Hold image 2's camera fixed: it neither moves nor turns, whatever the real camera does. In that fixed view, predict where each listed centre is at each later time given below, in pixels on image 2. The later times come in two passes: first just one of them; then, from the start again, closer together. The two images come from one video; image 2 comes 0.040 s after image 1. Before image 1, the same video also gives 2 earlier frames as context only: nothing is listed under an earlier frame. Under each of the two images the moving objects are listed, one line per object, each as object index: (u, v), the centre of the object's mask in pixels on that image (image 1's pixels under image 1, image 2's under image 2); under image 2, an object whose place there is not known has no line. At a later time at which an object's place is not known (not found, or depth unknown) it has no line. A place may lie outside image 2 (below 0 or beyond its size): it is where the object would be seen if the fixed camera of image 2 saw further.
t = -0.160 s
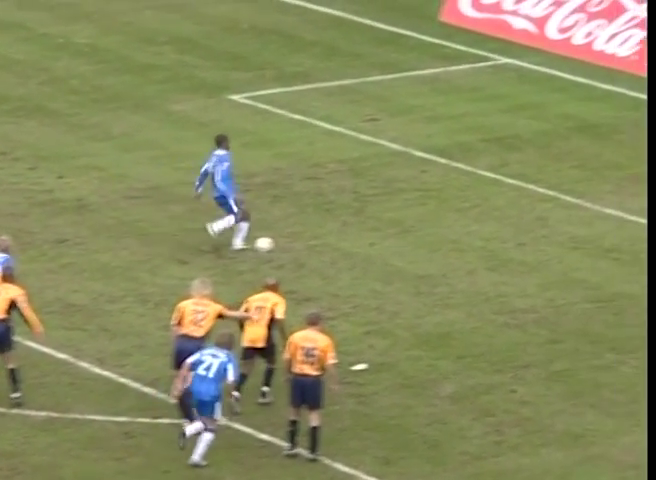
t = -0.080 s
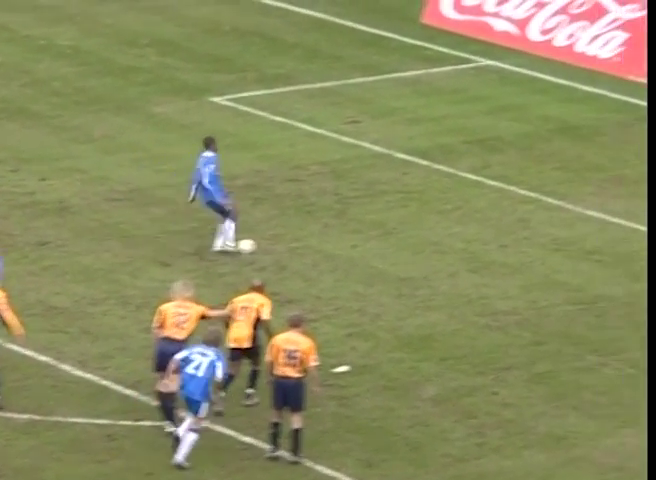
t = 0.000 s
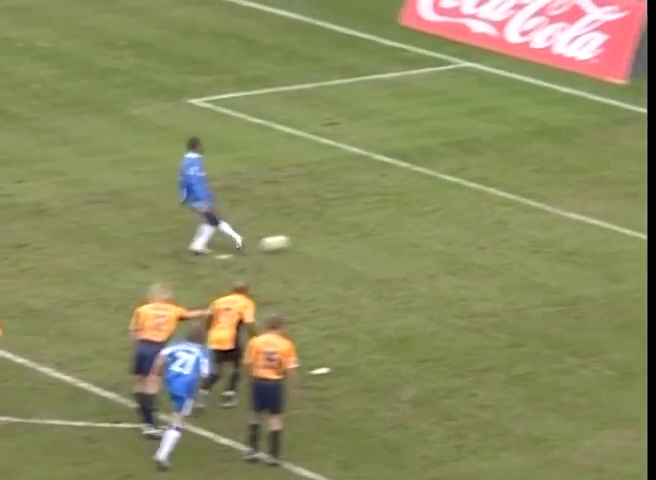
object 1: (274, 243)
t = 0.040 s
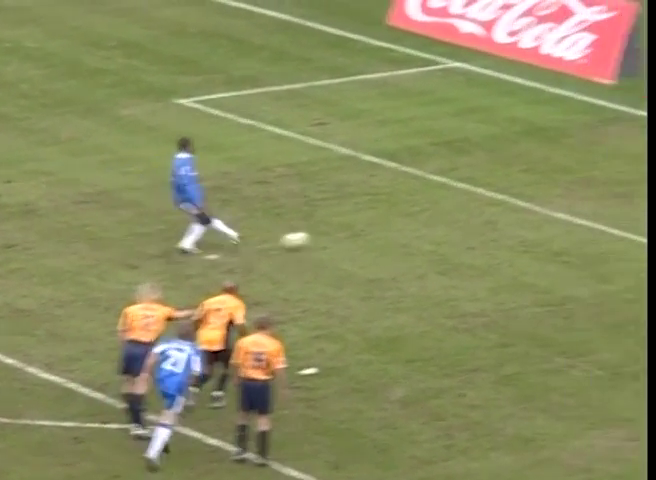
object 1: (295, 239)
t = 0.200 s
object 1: (419, 228)
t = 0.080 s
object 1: (326, 237)
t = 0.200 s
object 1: (419, 228)
